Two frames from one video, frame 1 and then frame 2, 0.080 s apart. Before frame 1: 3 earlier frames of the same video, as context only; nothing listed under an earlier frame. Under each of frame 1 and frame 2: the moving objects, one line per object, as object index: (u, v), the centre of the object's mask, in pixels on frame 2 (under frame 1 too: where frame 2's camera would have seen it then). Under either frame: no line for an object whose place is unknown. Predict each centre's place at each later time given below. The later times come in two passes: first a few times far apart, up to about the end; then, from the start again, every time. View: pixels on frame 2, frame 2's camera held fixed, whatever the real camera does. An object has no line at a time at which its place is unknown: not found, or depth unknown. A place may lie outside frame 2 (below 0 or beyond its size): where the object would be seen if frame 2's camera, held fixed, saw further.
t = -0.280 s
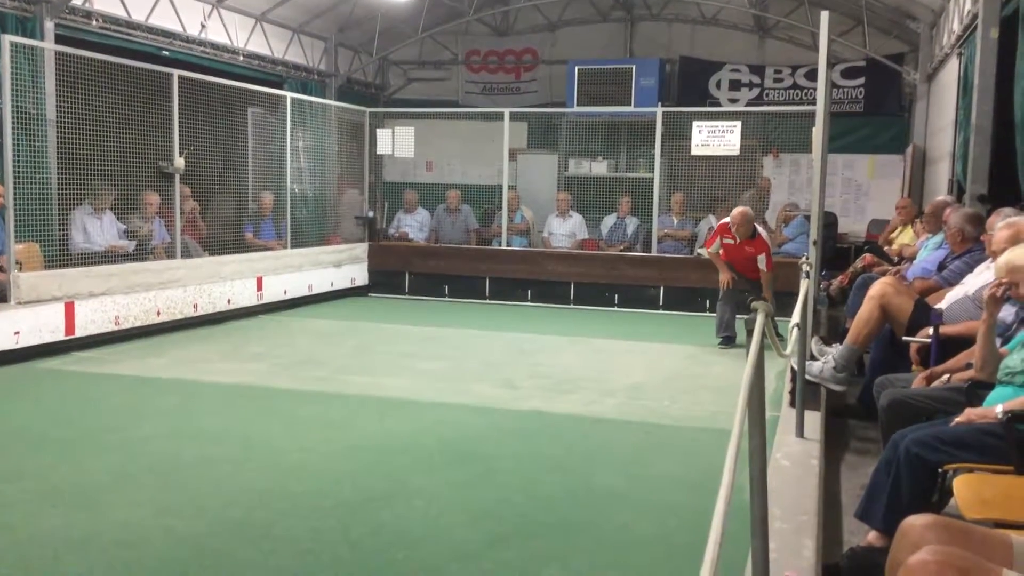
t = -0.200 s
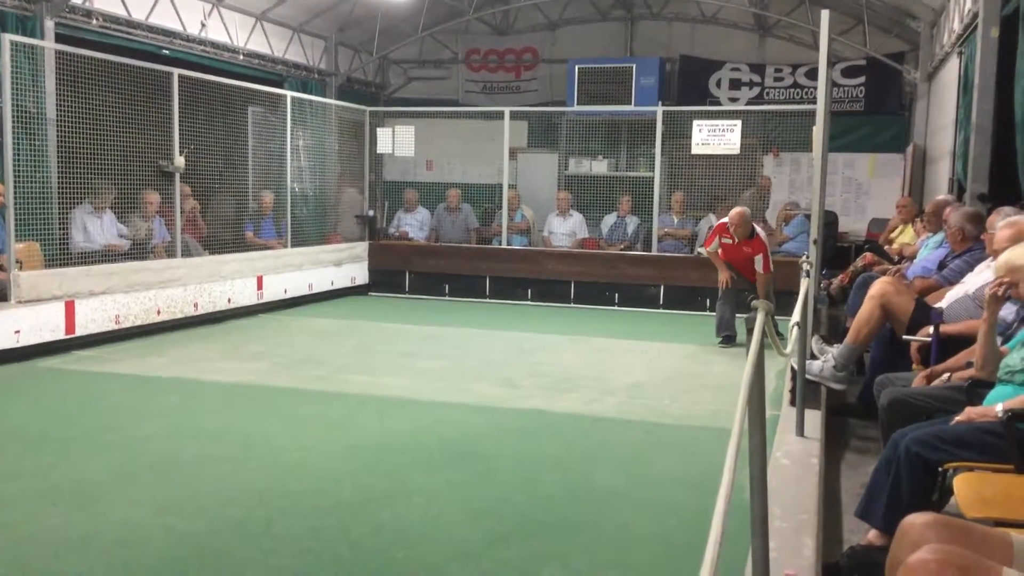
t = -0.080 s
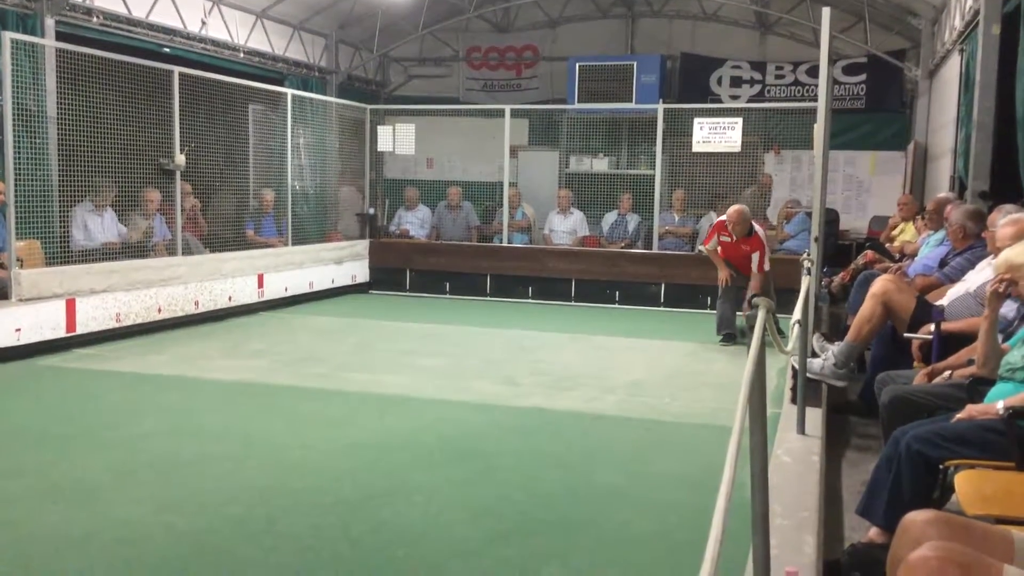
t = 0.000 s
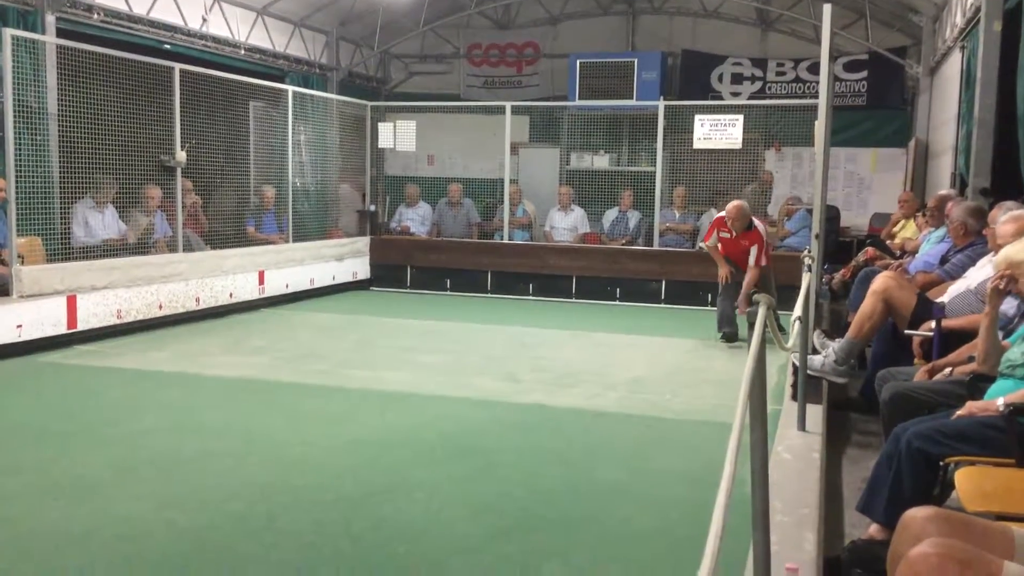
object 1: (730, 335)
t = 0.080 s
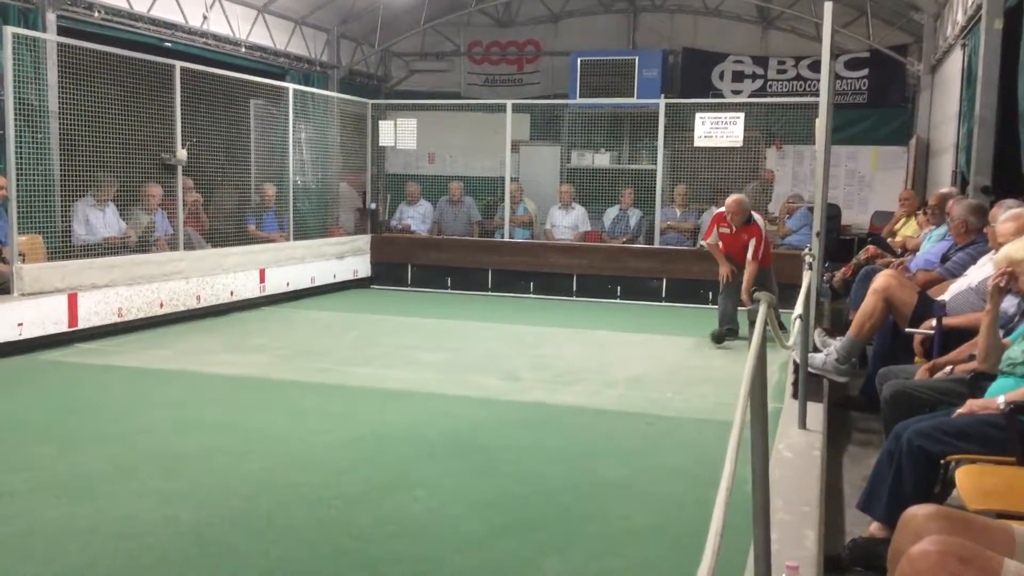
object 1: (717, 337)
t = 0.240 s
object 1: (693, 346)
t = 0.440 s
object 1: (659, 353)
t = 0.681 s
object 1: (614, 363)
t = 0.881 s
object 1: (573, 372)
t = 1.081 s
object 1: (526, 383)
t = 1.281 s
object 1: (473, 395)
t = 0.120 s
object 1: (711, 341)
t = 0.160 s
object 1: (705, 342)
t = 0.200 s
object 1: (699, 344)
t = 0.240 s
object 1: (693, 346)
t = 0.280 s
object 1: (686, 347)
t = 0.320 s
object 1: (679, 348)
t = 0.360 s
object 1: (672, 350)
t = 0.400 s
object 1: (666, 352)
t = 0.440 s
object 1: (659, 353)
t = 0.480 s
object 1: (652, 354)
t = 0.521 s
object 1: (645, 356)
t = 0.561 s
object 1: (637, 358)
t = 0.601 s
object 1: (630, 359)
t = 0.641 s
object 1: (622, 361)
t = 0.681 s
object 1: (614, 363)
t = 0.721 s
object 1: (607, 365)
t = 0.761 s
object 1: (598, 367)
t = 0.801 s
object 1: (590, 369)
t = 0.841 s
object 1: (581, 370)
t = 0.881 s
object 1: (573, 372)
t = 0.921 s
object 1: (564, 374)
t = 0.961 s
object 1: (554, 376)
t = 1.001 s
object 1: (545, 379)
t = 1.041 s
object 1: (536, 381)
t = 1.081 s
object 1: (526, 383)
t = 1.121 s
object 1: (516, 385)
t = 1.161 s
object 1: (505, 388)
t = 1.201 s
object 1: (495, 390)
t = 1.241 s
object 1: (484, 393)
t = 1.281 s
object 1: (473, 395)
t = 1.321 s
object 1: (462, 398)
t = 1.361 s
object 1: (451, 401)
